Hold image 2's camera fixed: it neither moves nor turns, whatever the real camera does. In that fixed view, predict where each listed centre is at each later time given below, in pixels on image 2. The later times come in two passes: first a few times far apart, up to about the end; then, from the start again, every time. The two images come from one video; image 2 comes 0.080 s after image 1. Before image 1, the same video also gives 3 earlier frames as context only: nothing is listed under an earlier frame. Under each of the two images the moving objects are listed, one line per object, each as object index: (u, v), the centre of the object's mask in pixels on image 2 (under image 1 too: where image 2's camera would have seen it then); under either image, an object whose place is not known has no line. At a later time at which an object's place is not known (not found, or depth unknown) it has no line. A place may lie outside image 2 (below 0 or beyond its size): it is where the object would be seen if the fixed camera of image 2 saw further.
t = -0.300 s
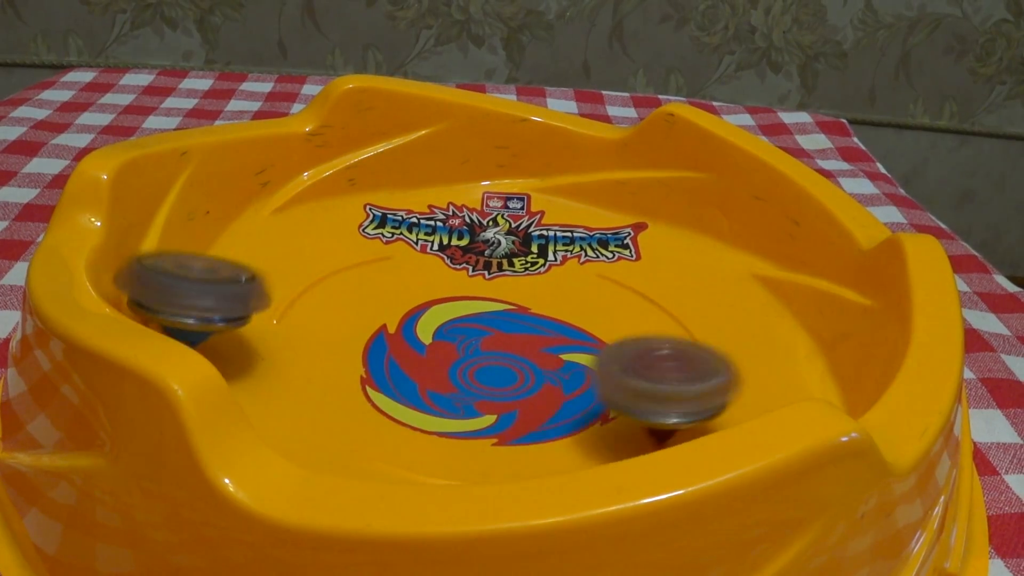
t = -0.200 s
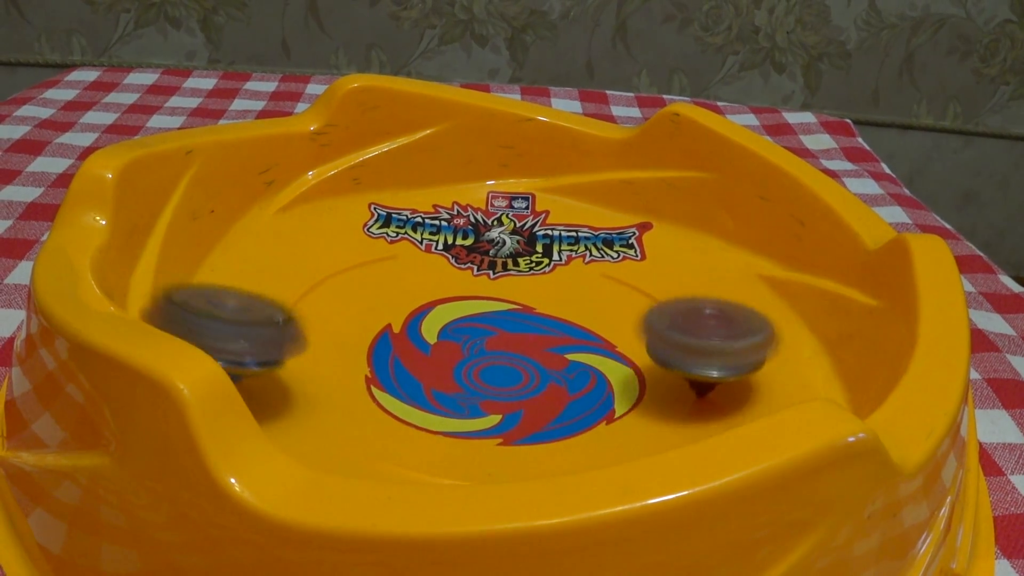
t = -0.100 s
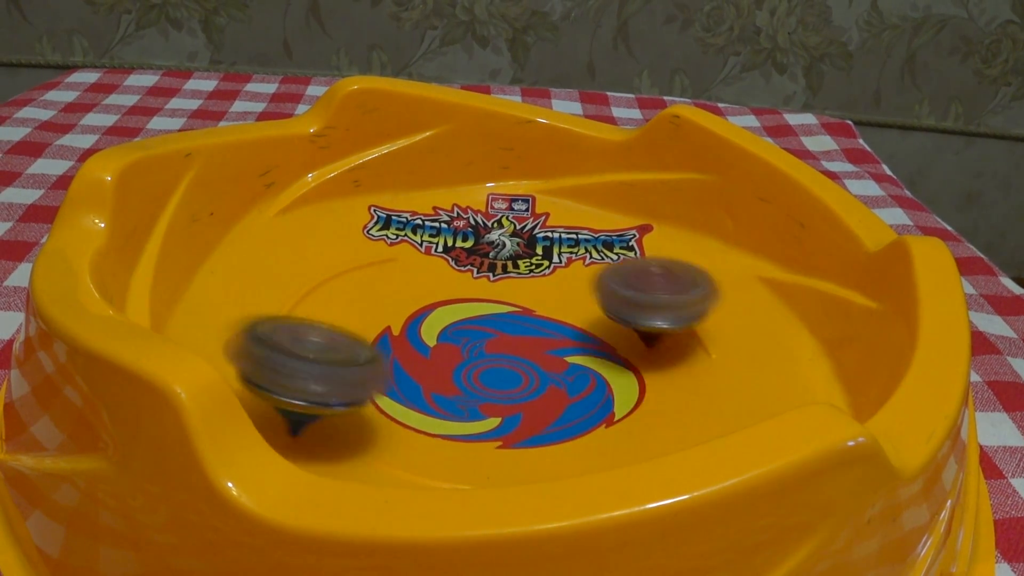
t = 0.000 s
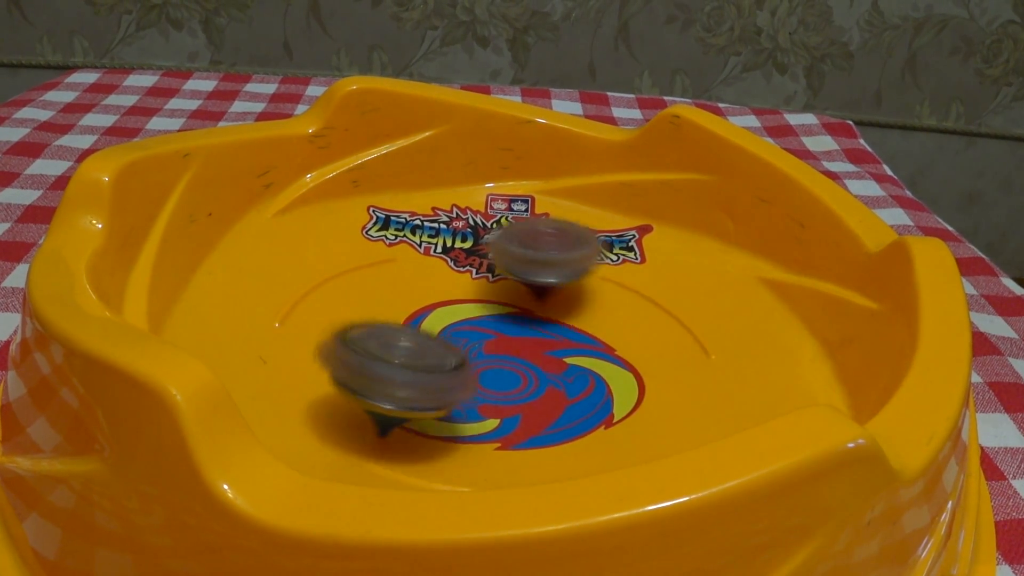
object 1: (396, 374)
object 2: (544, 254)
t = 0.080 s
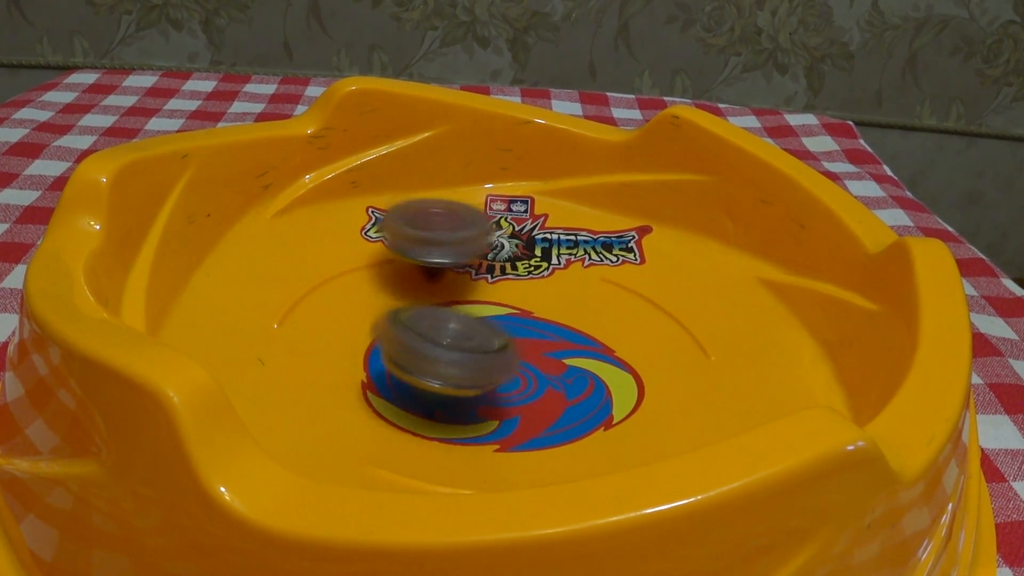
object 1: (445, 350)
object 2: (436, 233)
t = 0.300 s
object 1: (435, 255)
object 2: (213, 300)
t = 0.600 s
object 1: (397, 272)
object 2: (636, 420)
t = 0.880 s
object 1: (493, 276)
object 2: (660, 221)
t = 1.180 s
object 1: (354, 324)
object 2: (409, 211)
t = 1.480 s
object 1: (620, 294)
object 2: (494, 419)
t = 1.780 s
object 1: (439, 215)
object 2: (749, 319)
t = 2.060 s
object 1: (434, 353)
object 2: (632, 236)
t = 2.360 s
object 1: (701, 317)
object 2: (355, 262)
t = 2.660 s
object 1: (491, 241)
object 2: (439, 411)
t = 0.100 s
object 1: (453, 342)
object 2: (409, 230)
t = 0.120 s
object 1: (458, 333)
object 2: (382, 229)
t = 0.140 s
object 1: (462, 324)
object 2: (354, 229)
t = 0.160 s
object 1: (465, 316)
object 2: (331, 232)
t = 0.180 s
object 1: (465, 307)
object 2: (311, 239)
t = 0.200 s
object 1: (463, 297)
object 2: (292, 247)
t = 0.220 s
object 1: (460, 288)
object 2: (273, 258)
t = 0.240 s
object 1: (455, 279)
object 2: (255, 266)
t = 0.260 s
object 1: (449, 270)
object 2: (239, 275)
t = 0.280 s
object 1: (443, 262)
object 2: (225, 287)
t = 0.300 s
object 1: (435, 255)
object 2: (213, 300)
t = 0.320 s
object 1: (427, 248)
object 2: (209, 312)
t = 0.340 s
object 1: (418, 241)
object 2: (211, 323)
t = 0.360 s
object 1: (411, 235)
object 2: (224, 339)
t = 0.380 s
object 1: (405, 229)
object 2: (258, 360)
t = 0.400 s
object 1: (397, 225)
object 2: (287, 381)
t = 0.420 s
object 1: (388, 222)
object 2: (321, 397)
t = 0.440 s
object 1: (385, 223)
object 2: (361, 407)
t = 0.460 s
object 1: (382, 228)
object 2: (398, 415)
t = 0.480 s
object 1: (382, 233)
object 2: (433, 426)
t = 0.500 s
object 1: (382, 239)
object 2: (468, 433)
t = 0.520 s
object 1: (383, 245)
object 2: (503, 436)
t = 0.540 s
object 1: (385, 251)
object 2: (538, 435)
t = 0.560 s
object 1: (388, 258)
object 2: (571, 432)
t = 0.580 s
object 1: (392, 265)
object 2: (605, 427)
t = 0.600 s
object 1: (397, 272)
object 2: (636, 420)
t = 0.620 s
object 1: (403, 279)
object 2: (665, 411)
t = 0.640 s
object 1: (411, 284)
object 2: (693, 401)
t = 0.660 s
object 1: (419, 289)
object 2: (714, 389)
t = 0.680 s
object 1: (427, 292)
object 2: (731, 376)
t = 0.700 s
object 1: (436, 296)
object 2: (743, 360)
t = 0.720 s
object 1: (445, 298)
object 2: (750, 342)
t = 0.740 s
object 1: (453, 298)
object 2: (753, 323)
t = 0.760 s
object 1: (461, 297)
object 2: (753, 305)
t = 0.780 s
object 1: (469, 296)
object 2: (749, 288)
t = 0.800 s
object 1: (476, 293)
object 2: (743, 271)
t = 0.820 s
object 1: (482, 290)
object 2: (733, 254)
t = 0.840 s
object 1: (487, 285)
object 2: (722, 238)
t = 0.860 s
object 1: (489, 281)
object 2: (694, 225)
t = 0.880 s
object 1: (493, 276)
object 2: (660, 221)
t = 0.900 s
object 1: (498, 270)
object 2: (629, 219)
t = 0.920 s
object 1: (503, 262)
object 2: (599, 213)
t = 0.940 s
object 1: (497, 258)
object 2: (577, 204)
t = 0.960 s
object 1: (466, 262)
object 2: (575, 185)
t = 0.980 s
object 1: (437, 267)
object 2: (569, 169)
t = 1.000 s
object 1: (409, 272)
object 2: (557, 159)
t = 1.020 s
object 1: (386, 276)
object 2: (545, 157)
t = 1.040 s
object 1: (367, 279)
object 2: (532, 162)
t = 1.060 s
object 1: (353, 283)
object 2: (517, 178)
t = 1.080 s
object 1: (343, 286)
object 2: (501, 182)
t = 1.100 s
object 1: (336, 292)
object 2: (484, 185)
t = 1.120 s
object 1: (334, 299)
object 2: (466, 190)
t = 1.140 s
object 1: (336, 307)
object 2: (446, 196)
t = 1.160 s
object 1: (343, 315)
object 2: (427, 203)
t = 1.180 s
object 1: (354, 324)
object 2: (409, 211)
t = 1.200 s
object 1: (371, 333)
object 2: (394, 218)
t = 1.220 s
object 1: (390, 341)
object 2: (382, 231)
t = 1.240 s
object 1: (412, 347)
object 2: (370, 244)
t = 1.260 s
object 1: (436, 352)
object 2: (357, 259)
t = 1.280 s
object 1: (463, 356)
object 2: (348, 275)
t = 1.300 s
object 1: (490, 357)
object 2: (345, 290)
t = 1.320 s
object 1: (516, 356)
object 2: (342, 305)
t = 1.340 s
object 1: (538, 353)
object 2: (347, 322)
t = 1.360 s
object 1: (559, 348)
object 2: (356, 340)
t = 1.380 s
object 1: (576, 340)
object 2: (368, 356)
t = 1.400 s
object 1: (588, 332)
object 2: (385, 371)
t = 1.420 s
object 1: (600, 323)
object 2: (408, 387)
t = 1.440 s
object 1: (611, 313)
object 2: (435, 400)
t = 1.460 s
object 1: (617, 304)
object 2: (464, 410)
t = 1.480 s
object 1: (620, 294)
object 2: (494, 419)
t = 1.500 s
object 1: (622, 283)
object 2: (528, 425)
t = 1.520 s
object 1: (621, 272)
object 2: (561, 422)
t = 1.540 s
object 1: (617, 261)
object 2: (595, 419)
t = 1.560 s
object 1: (611, 252)
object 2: (624, 414)
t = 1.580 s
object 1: (602, 243)
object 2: (651, 412)
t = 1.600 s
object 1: (590, 235)
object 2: (676, 404)
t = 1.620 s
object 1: (579, 228)
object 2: (697, 396)
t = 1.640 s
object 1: (564, 222)
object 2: (716, 388)
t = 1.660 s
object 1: (549, 218)
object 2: (730, 380)
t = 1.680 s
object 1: (532, 214)
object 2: (742, 372)
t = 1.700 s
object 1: (514, 211)
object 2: (750, 363)
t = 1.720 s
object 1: (495, 210)
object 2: (753, 350)
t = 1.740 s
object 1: (477, 210)
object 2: (755, 339)
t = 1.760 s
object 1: (457, 212)
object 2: (753, 330)
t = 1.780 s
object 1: (439, 215)
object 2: (749, 319)
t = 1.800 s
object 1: (423, 219)
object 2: (741, 309)
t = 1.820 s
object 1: (406, 225)
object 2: (733, 301)
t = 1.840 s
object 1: (392, 232)
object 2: (722, 293)
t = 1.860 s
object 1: (381, 240)
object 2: (711, 285)
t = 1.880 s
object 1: (371, 251)
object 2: (703, 278)
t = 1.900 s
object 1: (363, 263)
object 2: (697, 272)
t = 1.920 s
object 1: (359, 275)
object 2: (690, 266)
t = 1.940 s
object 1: (359, 287)
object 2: (682, 262)
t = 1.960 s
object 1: (362, 298)
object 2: (673, 256)
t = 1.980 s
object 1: (370, 311)
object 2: (667, 252)
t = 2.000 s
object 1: (382, 323)
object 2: (659, 248)
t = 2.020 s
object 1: (395, 334)
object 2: (649, 243)
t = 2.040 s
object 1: (413, 343)
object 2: (642, 240)
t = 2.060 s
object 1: (434, 353)
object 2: (632, 236)
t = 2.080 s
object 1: (457, 361)
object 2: (621, 232)
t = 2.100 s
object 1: (483, 369)
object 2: (610, 228)
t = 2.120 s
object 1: (505, 371)
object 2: (600, 223)
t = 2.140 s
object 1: (532, 375)
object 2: (586, 218)
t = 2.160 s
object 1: (557, 376)
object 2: (572, 217)
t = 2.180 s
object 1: (582, 376)
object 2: (554, 218)
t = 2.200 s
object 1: (607, 374)
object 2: (535, 218)
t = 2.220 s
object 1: (628, 371)
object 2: (514, 220)
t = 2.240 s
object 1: (647, 366)
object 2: (491, 223)
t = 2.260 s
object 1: (663, 360)
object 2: (468, 227)
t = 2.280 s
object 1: (676, 353)
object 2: (444, 232)
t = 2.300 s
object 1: (686, 345)
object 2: (422, 237)
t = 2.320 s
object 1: (693, 336)
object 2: (397, 243)
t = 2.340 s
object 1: (698, 327)
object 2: (376, 252)
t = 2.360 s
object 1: (701, 317)
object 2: (355, 262)
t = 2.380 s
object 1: (700, 307)
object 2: (338, 271)
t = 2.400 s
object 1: (696, 297)
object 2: (322, 282)
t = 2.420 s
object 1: (690, 287)
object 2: (311, 294)
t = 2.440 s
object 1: (679, 279)
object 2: (303, 307)
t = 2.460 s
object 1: (667, 270)
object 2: (300, 321)
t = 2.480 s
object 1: (652, 261)
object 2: (300, 334)
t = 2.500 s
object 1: (638, 253)
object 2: (303, 347)
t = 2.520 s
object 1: (622, 247)
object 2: (310, 359)
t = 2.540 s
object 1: (604, 241)
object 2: (322, 372)
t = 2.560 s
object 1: (585, 238)
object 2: (337, 384)
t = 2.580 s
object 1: (566, 236)
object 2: (355, 396)
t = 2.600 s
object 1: (546, 236)
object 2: (373, 398)
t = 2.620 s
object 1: (527, 236)
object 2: (391, 403)
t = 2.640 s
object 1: (507, 239)
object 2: (413, 409)
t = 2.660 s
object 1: (491, 241)
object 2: (439, 411)
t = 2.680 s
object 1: (473, 245)
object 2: (465, 409)
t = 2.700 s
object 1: (456, 250)
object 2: (489, 408)
